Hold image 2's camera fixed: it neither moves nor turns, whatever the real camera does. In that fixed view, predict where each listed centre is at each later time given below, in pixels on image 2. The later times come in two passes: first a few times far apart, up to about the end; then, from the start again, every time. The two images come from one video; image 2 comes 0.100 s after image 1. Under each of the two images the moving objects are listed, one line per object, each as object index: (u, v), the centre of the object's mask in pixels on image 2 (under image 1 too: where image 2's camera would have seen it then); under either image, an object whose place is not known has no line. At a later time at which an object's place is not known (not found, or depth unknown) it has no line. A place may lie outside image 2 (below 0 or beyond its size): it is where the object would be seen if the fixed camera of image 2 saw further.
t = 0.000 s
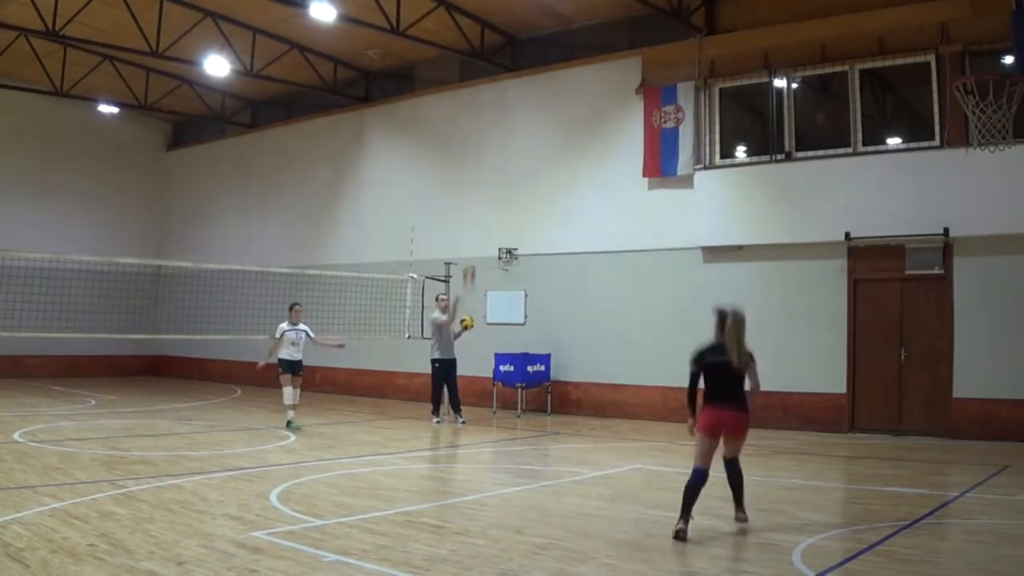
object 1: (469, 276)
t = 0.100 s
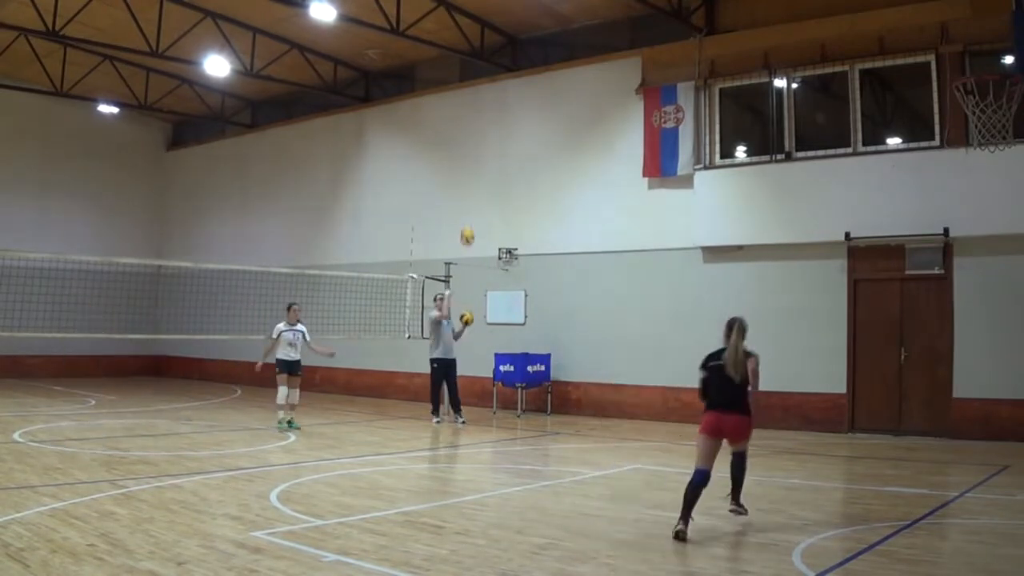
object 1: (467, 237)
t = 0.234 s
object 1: (465, 199)
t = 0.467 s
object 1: (461, 163)
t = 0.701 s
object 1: (457, 162)
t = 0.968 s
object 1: (452, 204)
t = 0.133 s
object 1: (466, 225)
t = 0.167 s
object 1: (466, 216)
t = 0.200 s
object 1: (465, 208)
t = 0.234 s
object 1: (465, 199)
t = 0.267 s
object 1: (464, 191)
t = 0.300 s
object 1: (464, 185)
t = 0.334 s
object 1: (463, 179)
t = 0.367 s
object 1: (463, 174)
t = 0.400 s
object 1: (462, 170)
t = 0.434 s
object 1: (462, 166)
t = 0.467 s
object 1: (461, 163)
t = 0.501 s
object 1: (460, 160)
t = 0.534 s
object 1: (460, 159)
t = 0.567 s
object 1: (460, 159)
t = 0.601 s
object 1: (459, 159)
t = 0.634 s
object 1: (459, 159)
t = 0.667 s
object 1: (458, 160)
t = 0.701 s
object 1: (457, 162)
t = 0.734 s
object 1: (457, 165)
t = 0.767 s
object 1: (455, 168)
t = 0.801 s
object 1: (455, 173)
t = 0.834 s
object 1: (455, 177)
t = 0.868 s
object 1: (454, 182)
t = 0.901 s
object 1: (453, 188)
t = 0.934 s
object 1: (453, 196)
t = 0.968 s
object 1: (452, 204)
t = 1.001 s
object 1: (451, 212)
